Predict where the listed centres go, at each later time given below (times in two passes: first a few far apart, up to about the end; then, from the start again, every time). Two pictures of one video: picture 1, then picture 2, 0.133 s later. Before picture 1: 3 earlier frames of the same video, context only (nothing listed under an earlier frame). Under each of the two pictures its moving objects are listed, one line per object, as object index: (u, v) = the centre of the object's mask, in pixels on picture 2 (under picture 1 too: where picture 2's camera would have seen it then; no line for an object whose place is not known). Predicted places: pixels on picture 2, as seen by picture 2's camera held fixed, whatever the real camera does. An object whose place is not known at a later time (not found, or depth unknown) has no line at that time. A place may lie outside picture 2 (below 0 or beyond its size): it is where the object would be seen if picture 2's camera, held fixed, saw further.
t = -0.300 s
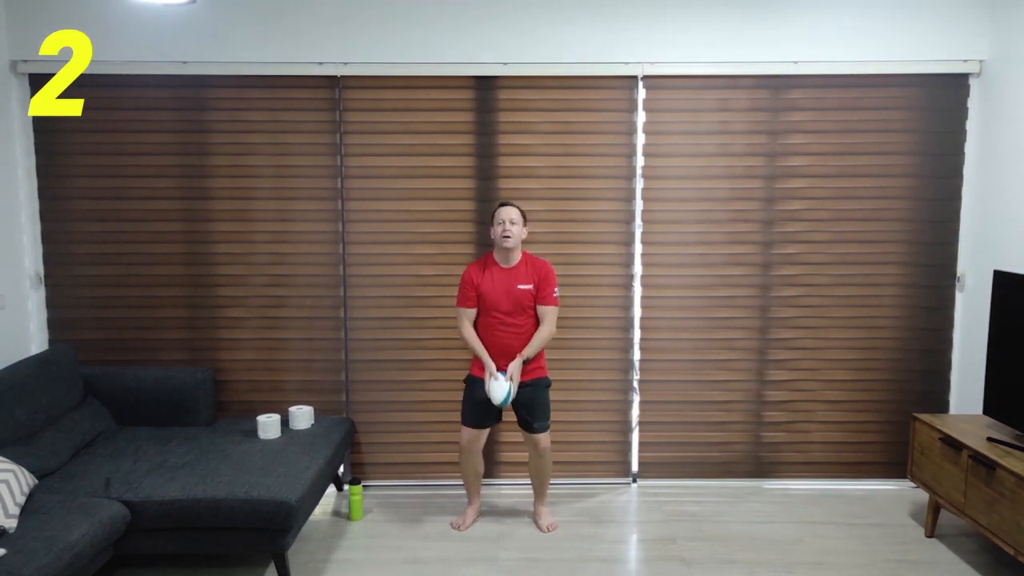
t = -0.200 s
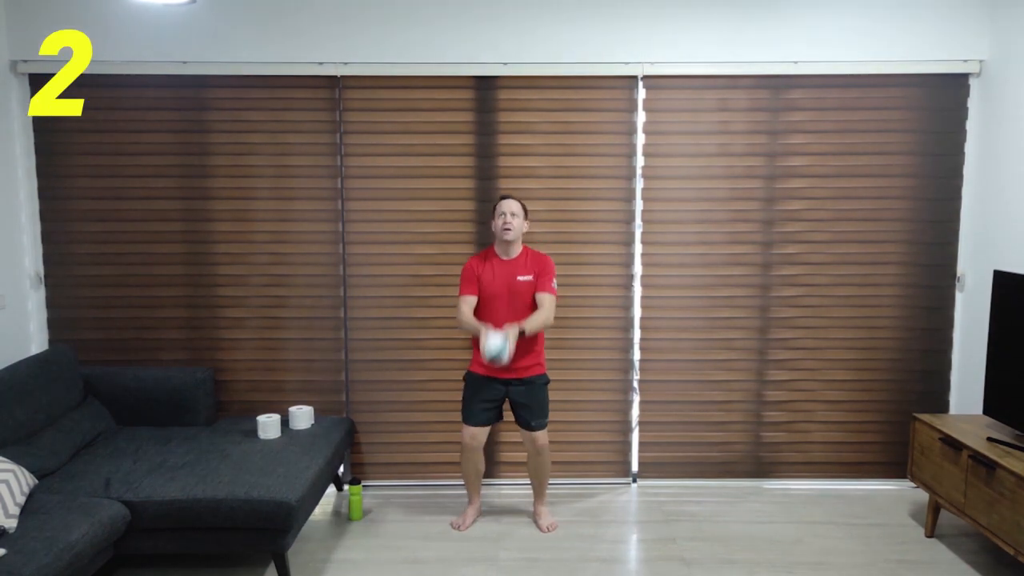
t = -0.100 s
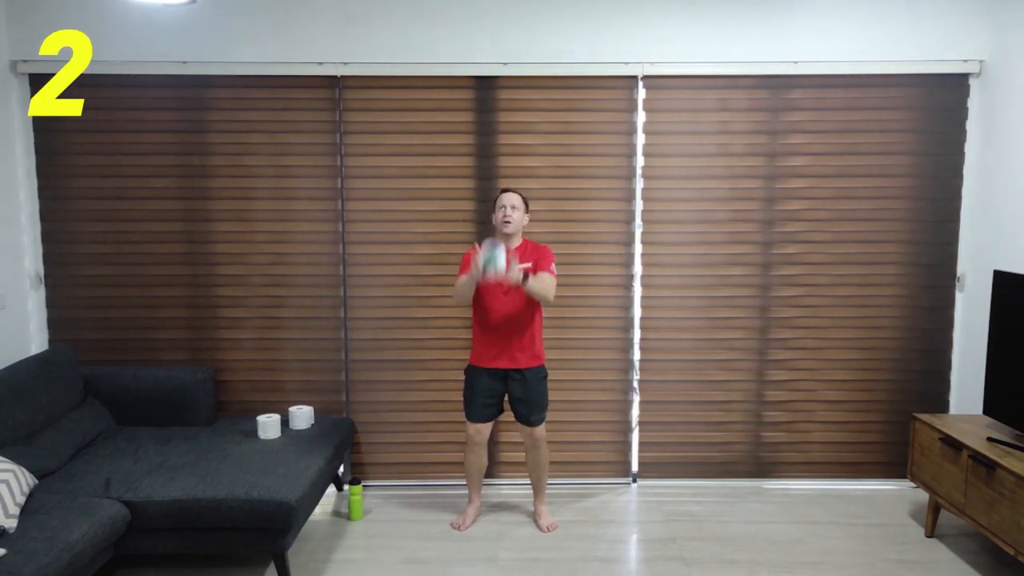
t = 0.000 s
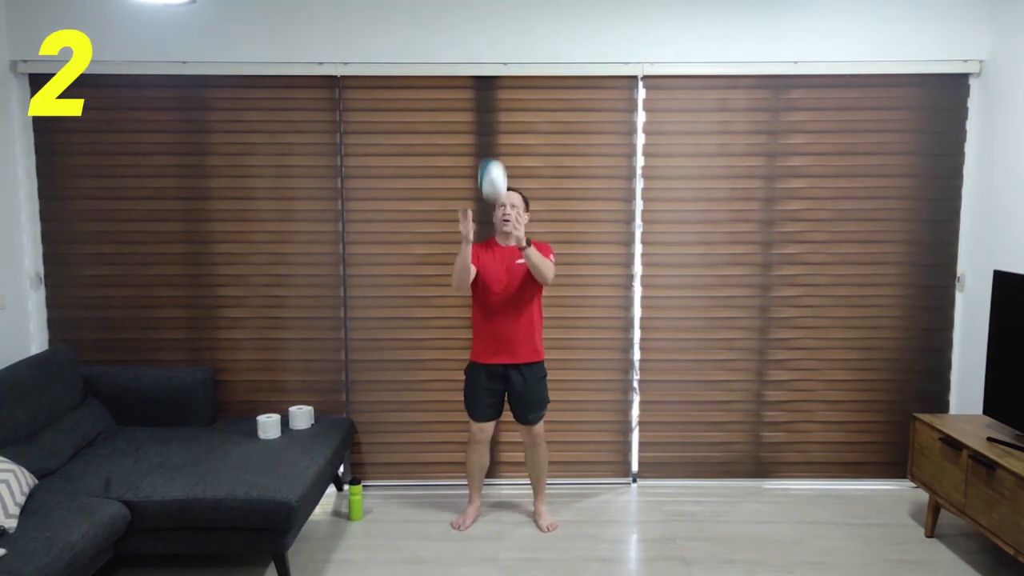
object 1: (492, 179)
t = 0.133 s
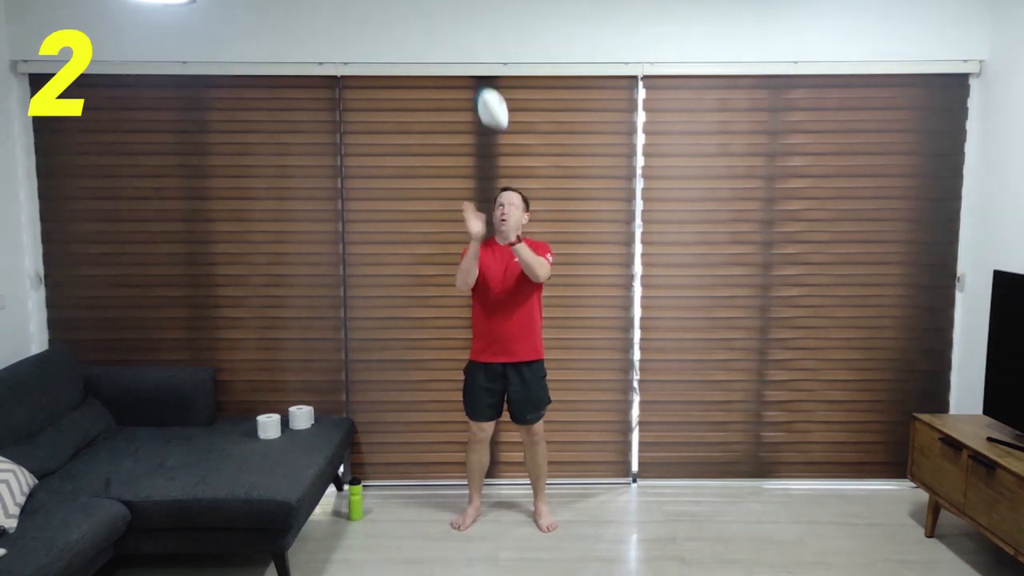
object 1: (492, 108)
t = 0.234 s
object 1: (491, 83)
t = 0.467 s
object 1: (490, 108)
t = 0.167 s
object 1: (491, 97)
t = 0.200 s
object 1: (491, 89)
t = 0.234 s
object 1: (491, 83)
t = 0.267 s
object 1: (491, 80)
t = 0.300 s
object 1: (491, 79)
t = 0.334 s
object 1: (491, 80)
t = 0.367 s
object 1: (490, 83)
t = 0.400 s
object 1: (490, 90)
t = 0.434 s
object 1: (490, 97)
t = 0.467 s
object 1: (490, 108)
